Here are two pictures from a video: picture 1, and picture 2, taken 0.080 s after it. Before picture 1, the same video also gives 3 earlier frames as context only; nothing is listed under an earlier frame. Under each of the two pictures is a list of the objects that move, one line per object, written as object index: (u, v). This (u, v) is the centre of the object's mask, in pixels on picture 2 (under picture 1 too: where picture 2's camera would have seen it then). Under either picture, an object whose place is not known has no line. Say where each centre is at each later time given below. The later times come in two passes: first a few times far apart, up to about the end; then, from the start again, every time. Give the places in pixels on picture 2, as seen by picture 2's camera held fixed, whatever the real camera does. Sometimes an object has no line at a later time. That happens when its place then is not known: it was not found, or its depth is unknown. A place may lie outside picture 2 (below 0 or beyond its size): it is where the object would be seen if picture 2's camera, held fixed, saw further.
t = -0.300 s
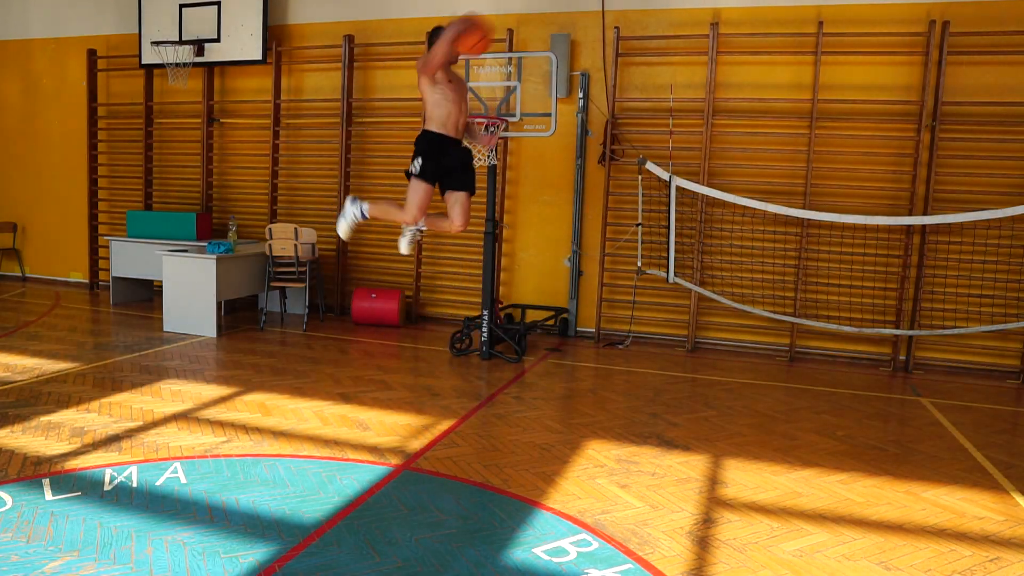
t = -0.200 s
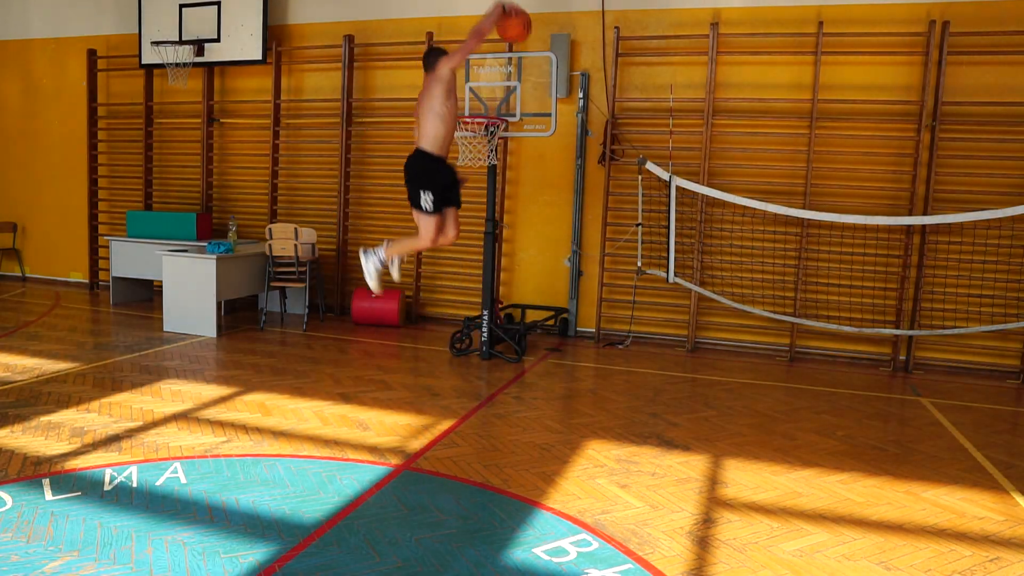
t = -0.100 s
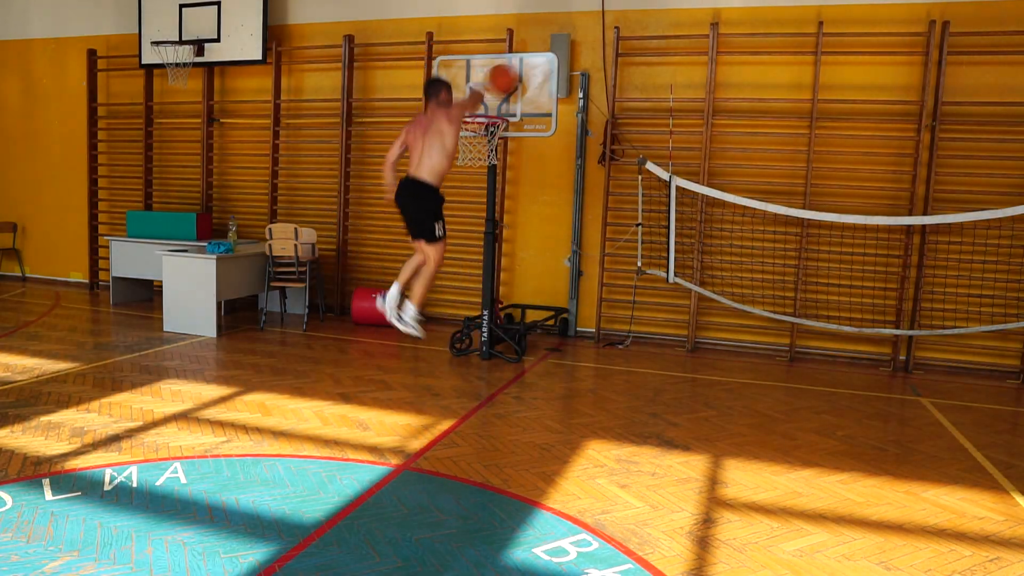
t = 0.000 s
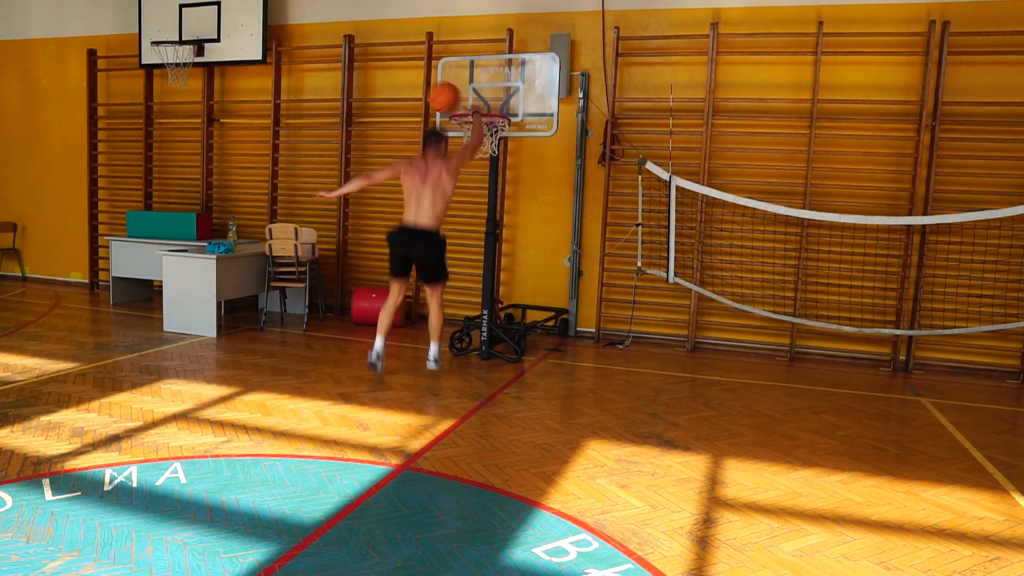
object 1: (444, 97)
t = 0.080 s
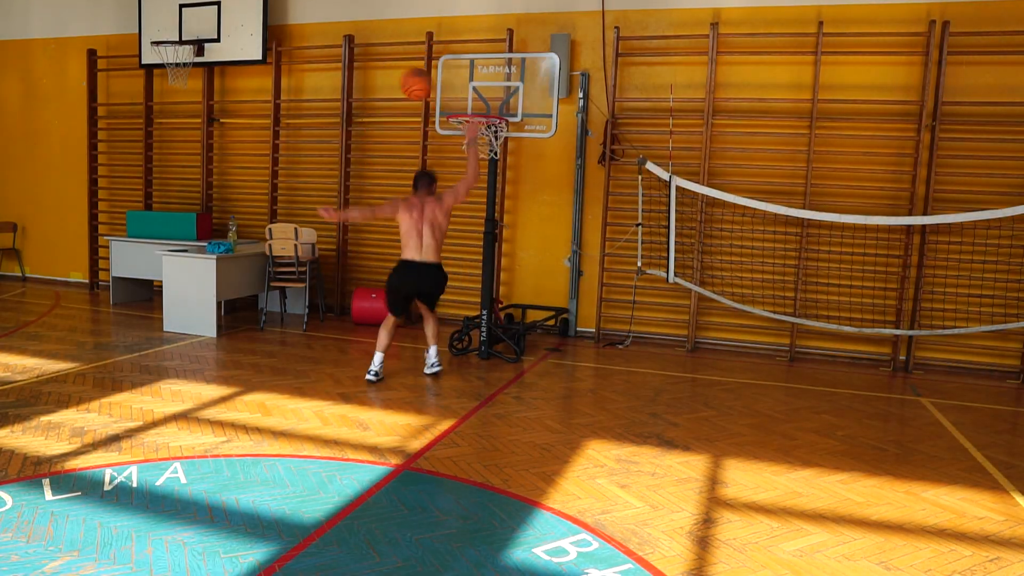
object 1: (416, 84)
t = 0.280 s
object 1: (338, 85)
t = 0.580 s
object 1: (204, 205)
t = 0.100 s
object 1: (408, 81)
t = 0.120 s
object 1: (401, 79)
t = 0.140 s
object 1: (393, 79)
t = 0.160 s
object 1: (386, 78)
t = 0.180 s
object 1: (378, 78)
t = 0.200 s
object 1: (370, 78)
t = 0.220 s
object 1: (362, 79)
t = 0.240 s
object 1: (354, 81)
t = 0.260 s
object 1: (346, 83)
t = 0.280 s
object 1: (338, 85)
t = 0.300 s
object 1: (329, 89)
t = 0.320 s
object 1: (322, 92)
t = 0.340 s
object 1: (314, 97)
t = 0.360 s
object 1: (305, 102)
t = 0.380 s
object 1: (295, 108)
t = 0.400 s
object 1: (287, 115)
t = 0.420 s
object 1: (278, 123)
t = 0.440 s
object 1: (270, 130)
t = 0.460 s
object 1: (259, 139)
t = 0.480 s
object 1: (251, 148)
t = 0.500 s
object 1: (241, 158)
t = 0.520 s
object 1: (232, 169)
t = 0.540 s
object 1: (222, 181)
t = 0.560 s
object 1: (214, 192)
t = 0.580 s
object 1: (204, 205)
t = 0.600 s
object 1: (195, 218)
